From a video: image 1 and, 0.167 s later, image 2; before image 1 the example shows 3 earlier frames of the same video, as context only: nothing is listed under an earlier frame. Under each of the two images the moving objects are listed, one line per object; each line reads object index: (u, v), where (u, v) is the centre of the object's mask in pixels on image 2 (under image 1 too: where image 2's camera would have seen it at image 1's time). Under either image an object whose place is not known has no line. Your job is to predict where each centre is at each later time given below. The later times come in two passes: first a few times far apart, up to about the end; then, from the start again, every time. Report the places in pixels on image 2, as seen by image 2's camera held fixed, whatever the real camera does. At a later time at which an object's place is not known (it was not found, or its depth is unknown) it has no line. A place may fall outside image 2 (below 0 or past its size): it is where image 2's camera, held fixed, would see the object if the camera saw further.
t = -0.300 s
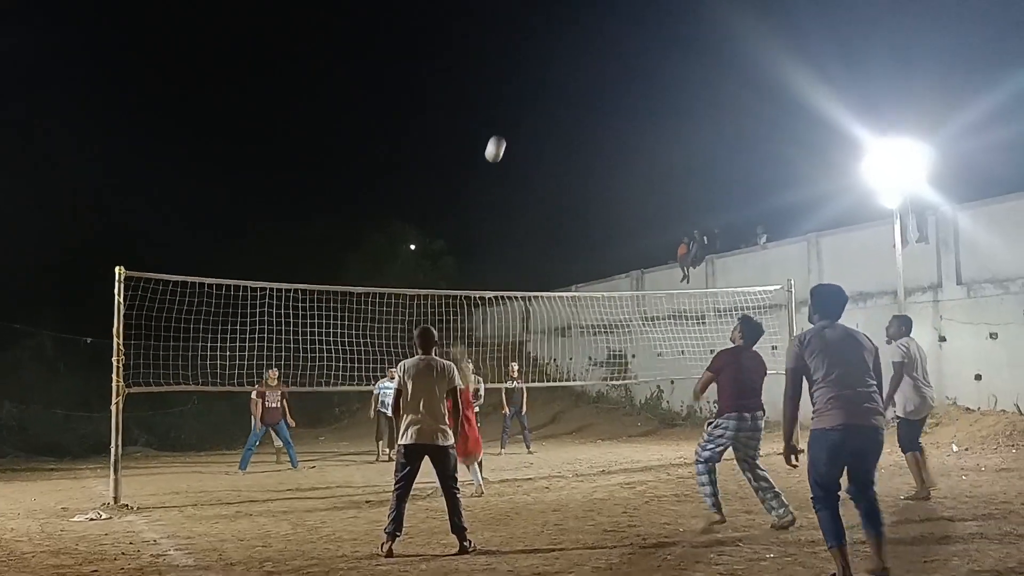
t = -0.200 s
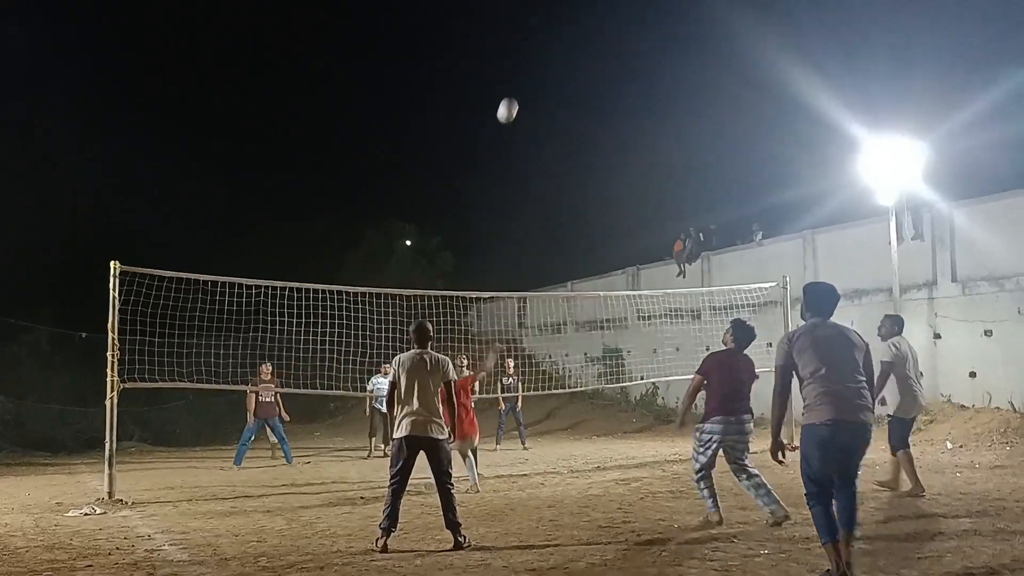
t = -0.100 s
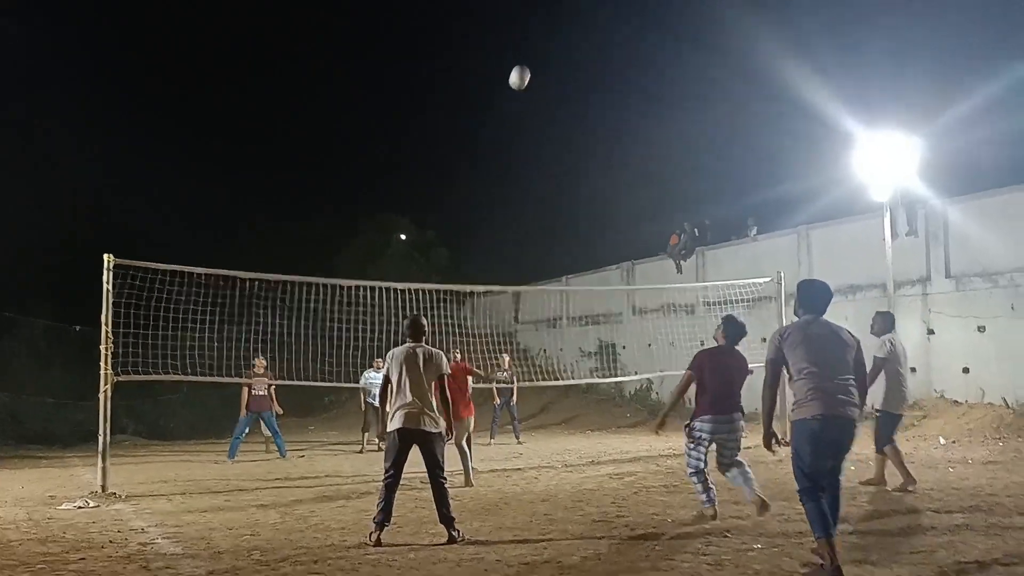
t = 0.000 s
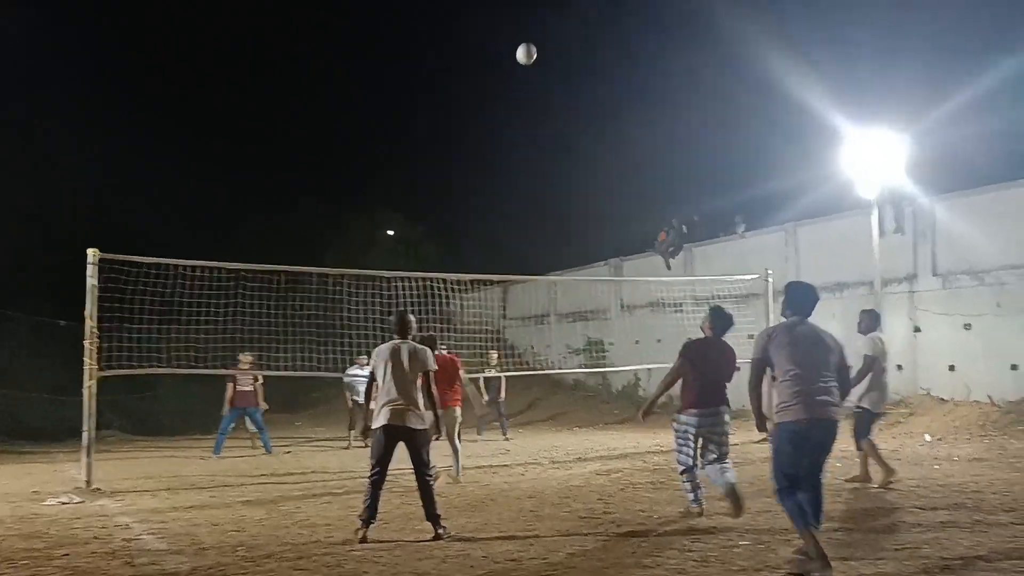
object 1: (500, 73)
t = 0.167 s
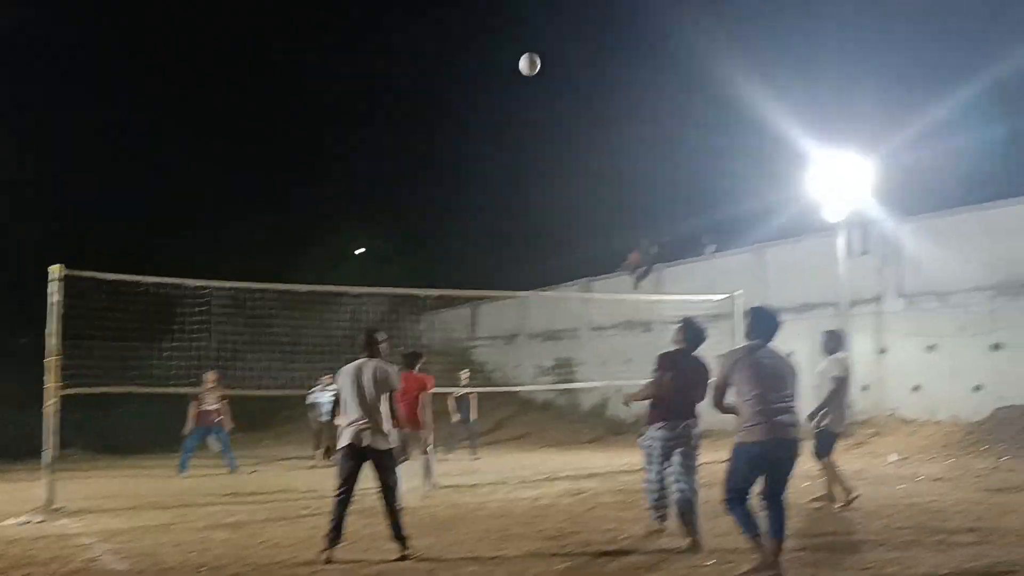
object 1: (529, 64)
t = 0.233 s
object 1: (543, 70)
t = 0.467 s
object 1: (597, 130)
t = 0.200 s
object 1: (536, 66)
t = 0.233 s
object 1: (543, 70)
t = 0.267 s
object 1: (550, 74)
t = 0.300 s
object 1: (557, 80)
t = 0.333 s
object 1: (564, 87)
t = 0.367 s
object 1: (572, 95)
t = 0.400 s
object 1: (580, 106)
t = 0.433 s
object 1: (588, 117)
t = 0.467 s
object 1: (597, 130)
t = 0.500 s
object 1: (605, 146)
